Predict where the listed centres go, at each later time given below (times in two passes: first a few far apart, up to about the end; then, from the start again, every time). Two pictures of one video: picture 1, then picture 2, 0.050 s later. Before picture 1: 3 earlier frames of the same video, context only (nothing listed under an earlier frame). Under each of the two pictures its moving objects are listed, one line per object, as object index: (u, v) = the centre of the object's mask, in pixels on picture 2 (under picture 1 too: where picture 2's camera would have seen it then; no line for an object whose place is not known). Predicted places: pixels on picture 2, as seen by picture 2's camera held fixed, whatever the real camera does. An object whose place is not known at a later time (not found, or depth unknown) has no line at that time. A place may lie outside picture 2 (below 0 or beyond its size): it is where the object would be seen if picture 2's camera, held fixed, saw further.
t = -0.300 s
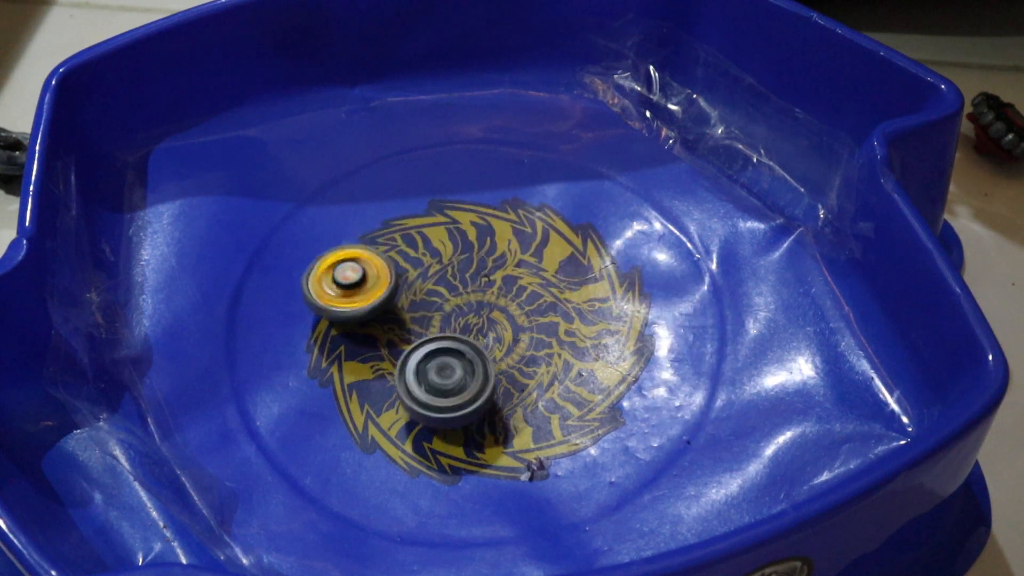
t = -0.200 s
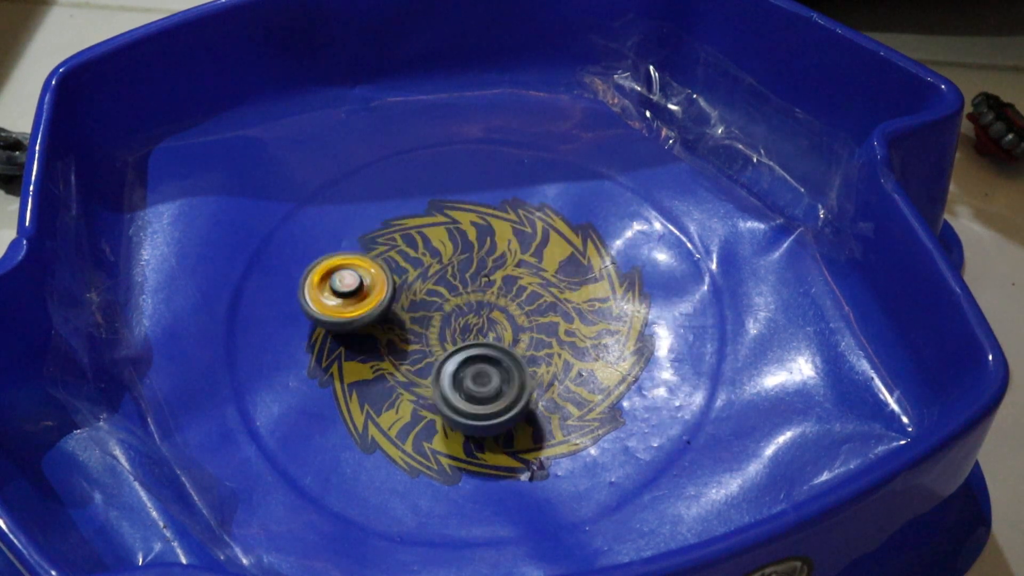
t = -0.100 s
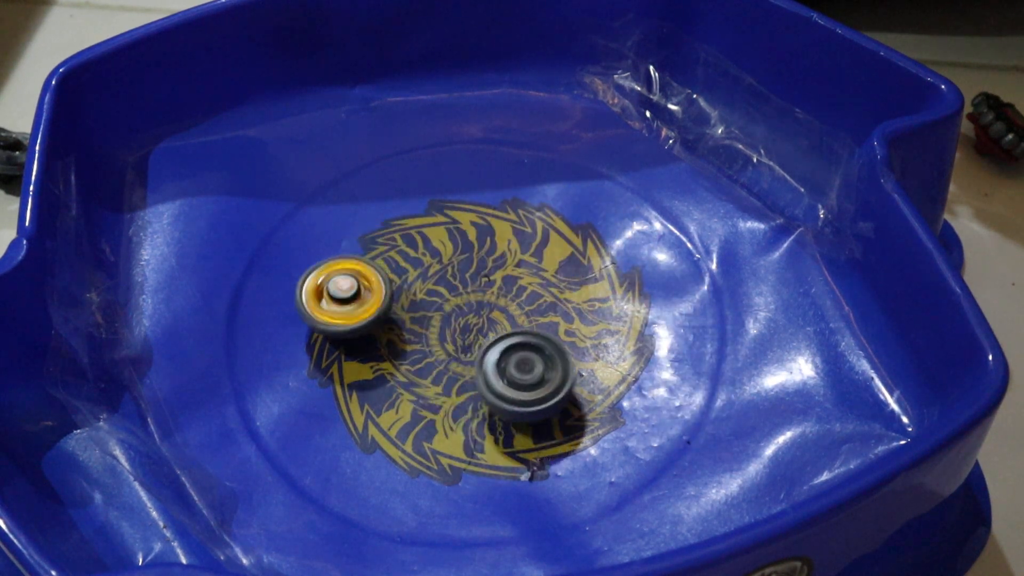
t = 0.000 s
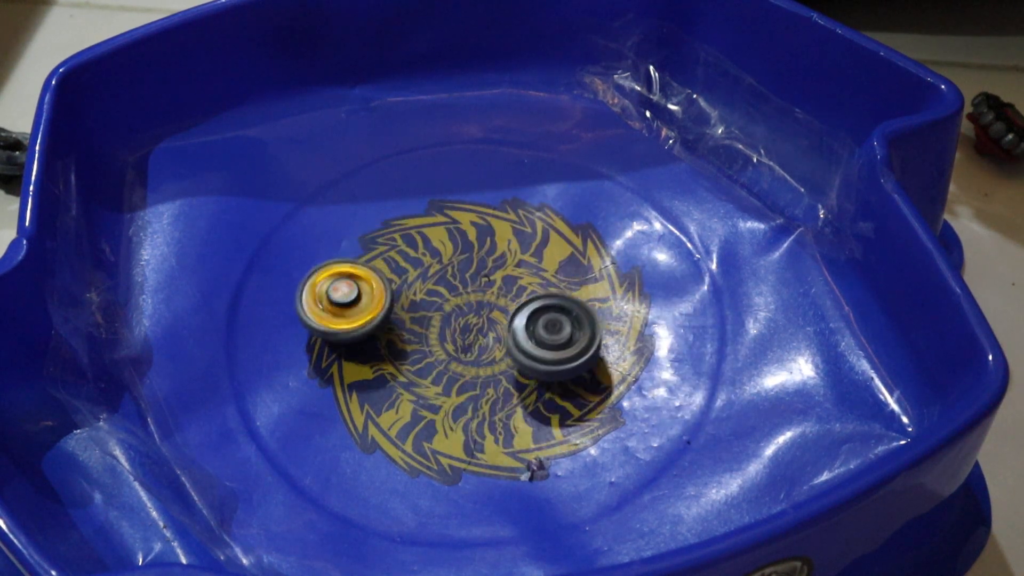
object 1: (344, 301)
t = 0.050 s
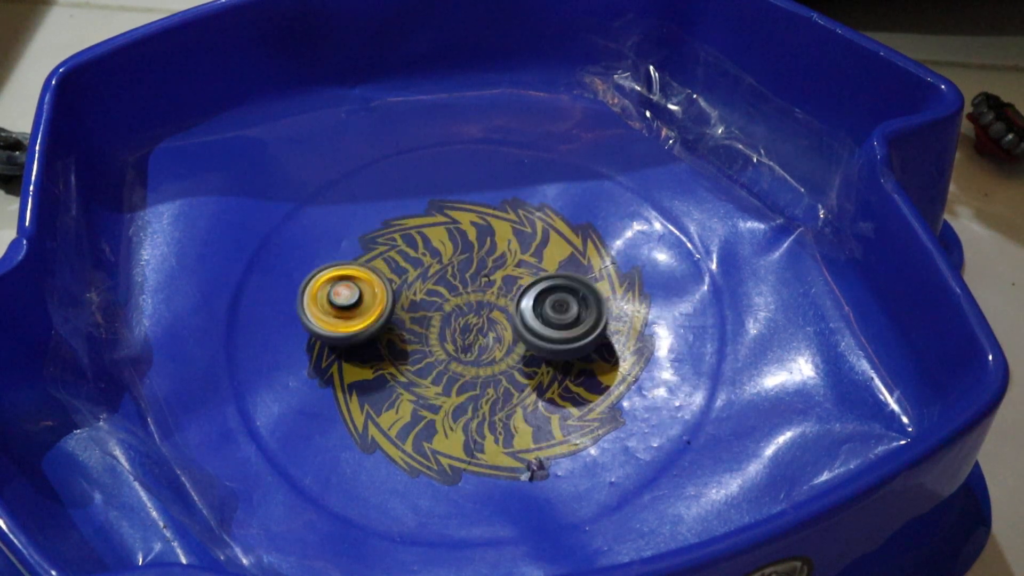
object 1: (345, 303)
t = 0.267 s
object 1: (359, 319)
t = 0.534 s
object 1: (406, 366)
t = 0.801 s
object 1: (551, 387)
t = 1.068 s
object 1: (606, 328)
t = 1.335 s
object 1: (705, 159)
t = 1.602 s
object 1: (453, 194)
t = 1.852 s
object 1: (302, 202)
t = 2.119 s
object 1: (326, 294)
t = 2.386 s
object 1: (389, 410)
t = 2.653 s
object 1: (533, 456)
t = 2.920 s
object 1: (607, 371)
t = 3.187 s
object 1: (750, 322)
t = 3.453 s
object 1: (743, 313)
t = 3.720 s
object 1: (570, 300)
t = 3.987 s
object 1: (598, 262)
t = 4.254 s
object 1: (536, 207)
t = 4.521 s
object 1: (430, 110)
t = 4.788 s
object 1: (390, 276)
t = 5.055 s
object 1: (500, 323)
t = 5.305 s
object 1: (481, 317)
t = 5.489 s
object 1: (469, 326)
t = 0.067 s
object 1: (345, 304)
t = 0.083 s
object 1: (346, 305)
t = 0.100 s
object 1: (347, 305)
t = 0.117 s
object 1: (348, 307)
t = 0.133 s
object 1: (349, 307)
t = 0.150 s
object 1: (351, 309)
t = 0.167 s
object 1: (352, 310)
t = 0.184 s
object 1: (353, 311)
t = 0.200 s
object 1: (354, 313)
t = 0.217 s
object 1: (355, 314)
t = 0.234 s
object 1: (356, 316)
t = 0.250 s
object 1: (358, 317)
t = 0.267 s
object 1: (359, 319)
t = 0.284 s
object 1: (361, 321)
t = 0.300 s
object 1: (362, 322)
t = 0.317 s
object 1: (364, 325)
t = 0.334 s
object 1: (365, 328)
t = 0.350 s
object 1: (367, 329)
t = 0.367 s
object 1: (368, 332)
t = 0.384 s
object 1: (369, 334)
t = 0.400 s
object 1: (372, 337)
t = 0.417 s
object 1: (374, 340)
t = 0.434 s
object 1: (377, 344)
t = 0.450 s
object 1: (381, 348)
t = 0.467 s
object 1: (385, 351)
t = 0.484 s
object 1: (389, 355)
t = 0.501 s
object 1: (393, 358)
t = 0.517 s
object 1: (399, 362)
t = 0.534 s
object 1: (406, 366)
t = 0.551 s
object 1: (412, 369)
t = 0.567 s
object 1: (419, 372)
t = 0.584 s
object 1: (428, 377)
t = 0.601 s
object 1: (436, 381)
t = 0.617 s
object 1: (444, 383)
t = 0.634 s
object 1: (453, 386)
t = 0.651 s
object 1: (463, 390)
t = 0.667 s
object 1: (470, 391)
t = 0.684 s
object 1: (480, 392)
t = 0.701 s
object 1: (490, 395)
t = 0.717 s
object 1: (500, 395)
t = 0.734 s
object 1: (510, 395)
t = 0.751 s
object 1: (522, 396)
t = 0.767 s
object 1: (532, 394)
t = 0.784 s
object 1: (541, 390)
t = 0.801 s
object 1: (551, 387)
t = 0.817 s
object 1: (559, 385)
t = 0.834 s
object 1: (565, 382)
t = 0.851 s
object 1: (572, 377)
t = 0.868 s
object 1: (578, 375)
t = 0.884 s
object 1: (583, 371)
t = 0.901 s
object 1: (586, 366)
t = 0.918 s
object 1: (590, 362)
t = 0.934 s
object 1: (594, 359)
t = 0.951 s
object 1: (597, 354)
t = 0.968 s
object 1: (599, 350)
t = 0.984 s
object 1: (602, 345)
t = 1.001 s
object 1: (603, 341)
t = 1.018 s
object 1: (604, 337)
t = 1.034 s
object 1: (605, 334)
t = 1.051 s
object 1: (605, 331)
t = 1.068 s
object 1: (606, 328)
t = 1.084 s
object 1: (607, 324)
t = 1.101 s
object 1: (607, 322)
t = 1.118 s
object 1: (606, 320)
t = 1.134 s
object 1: (606, 318)
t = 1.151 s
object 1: (607, 315)
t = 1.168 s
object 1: (607, 312)
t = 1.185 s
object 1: (607, 309)
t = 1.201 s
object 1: (637, 289)
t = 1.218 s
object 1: (669, 268)
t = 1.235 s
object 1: (701, 244)
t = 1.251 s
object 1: (730, 224)
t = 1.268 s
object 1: (749, 205)
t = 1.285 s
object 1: (748, 189)
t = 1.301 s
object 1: (734, 174)
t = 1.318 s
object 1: (720, 165)
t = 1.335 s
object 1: (705, 159)
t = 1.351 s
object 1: (690, 158)
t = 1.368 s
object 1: (675, 159)
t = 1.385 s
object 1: (658, 167)
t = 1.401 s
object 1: (642, 174)
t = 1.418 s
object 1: (624, 171)
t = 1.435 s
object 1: (606, 173)
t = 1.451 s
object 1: (589, 173)
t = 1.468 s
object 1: (570, 176)
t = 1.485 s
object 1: (554, 177)
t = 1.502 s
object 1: (538, 180)
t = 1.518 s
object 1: (521, 183)
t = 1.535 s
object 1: (506, 185)
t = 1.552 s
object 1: (491, 187)
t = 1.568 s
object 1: (477, 190)
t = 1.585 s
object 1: (464, 192)
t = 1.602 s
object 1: (453, 194)
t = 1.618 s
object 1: (441, 196)
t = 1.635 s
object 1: (430, 197)
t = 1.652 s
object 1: (419, 198)
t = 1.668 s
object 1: (409, 198)
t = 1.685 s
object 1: (399, 199)
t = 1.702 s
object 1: (389, 200)
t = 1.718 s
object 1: (379, 199)
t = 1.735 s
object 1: (369, 199)
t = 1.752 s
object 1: (359, 200)
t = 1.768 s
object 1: (349, 200)
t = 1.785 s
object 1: (339, 199)
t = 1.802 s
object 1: (330, 200)
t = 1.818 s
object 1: (321, 200)
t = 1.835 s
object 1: (312, 201)
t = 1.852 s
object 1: (302, 202)
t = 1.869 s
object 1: (294, 203)
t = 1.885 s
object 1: (285, 204)
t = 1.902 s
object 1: (280, 208)
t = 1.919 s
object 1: (275, 213)
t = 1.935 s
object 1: (271, 219)
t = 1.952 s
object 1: (269, 226)
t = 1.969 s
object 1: (268, 232)
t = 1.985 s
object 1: (269, 240)
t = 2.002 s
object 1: (273, 248)
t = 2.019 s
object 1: (277, 255)
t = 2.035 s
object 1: (283, 263)
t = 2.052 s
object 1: (290, 269)
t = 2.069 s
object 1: (299, 277)
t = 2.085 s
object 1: (308, 283)
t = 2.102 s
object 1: (317, 289)
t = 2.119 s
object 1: (326, 294)
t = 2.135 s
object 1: (334, 297)
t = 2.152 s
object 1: (343, 300)
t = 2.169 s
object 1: (352, 303)
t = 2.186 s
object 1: (359, 304)
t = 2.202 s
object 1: (367, 308)
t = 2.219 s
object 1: (363, 320)
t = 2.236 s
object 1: (359, 333)
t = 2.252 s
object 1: (359, 344)
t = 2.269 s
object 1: (360, 355)
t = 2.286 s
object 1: (362, 363)
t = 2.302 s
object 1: (364, 371)
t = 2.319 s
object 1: (369, 379)
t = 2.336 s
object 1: (373, 386)
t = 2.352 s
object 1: (379, 395)
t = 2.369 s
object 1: (384, 403)
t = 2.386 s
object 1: (389, 410)
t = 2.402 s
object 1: (395, 417)
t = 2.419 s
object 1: (401, 422)
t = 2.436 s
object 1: (409, 428)
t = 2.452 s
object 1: (416, 435)
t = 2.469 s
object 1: (425, 441)
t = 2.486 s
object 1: (433, 446)
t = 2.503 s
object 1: (443, 449)
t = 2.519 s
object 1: (452, 453)
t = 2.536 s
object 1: (463, 458)
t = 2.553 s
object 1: (474, 460)
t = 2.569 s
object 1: (483, 461)
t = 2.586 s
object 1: (493, 461)
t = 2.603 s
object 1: (504, 461)
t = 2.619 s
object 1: (516, 460)
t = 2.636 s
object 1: (525, 458)
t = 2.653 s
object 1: (533, 456)
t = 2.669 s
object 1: (539, 453)
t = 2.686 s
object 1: (548, 450)
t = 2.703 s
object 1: (555, 447)
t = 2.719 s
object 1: (564, 443)
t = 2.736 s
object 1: (569, 439)
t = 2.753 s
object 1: (575, 435)
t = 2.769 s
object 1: (579, 429)
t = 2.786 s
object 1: (584, 425)
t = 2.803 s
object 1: (588, 418)
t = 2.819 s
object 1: (592, 413)
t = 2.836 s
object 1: (595, 407)
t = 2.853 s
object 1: (599, 400)
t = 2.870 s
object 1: (601, 391)
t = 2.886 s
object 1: (604, 386)
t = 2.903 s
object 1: (606, 378)
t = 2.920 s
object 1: (607, 371)
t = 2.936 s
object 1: (606, 363)
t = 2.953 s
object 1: (606, 356)
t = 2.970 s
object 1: (604, 347)
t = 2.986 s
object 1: (604, 339)
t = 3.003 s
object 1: (603, 331)
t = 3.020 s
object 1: (600, 325)
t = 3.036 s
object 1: (611, 323)
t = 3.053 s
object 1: (637, 325)
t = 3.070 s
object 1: (662, 328)
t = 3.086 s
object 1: (684, 330)
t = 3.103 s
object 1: (702, 329)
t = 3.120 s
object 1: (718, 329)
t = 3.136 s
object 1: (728, 327)
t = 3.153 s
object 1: (738, 326)
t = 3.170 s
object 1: (745, 324)
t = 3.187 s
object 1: (750, 322)
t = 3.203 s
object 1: (754, 320)
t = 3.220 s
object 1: (758, 319)
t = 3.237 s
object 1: (761, 318)
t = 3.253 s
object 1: (765, 316)
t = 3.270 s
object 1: (766, 314)
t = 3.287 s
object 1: (768, 314)
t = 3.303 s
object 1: (769, 314)
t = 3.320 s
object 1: (768, 312)
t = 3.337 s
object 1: (767, 313)
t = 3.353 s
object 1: (766, 312)
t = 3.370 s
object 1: (763, 312)
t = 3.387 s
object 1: (761, 311)
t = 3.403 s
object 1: (757, 311)
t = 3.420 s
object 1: (753, 312)
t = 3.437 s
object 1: (749, 313)
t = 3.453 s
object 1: (743, 313)
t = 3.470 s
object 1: (736, 314)
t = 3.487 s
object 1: (727, 314)
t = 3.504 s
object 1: (719, 313)
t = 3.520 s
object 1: (708, 314)
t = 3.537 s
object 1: (697, 312)
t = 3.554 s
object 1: (684, 313)
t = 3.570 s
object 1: (672, 312)
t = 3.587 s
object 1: (659, 312)
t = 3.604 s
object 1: (646, 311)
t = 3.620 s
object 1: (633, 310)
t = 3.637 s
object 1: (622, 308)
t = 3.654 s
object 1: (611, 308)
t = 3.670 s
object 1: (600, 306)
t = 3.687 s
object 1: (590, 304)
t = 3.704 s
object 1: (579, 302)
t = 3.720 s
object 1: (570, 300)
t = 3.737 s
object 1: (561, 297)
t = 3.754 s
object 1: (550, 293)
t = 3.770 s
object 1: (557, 293)
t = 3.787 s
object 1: (570, 292)
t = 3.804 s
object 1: (580, 292)
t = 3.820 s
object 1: (590, 291)
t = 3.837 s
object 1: (598, 290)
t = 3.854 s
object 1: (603, 290)
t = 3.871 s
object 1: (606, 288)
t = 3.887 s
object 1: (607, 286)
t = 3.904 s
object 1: (607, 284)
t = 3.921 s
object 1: (605, 281)
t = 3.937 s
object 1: (605, 278)
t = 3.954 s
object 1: (603, 274)
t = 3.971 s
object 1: (600, 268)
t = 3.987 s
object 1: (598, 262)
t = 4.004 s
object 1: (595, 257)
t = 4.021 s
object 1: (593, 250)
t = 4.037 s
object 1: (592, 246)
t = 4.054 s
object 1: (589, 243)
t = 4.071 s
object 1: (586, 238)
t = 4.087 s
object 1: (584, 234)
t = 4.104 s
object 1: (579, 230)
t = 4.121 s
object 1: (577, 227)
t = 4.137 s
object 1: (572, 224)
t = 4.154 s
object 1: (566, 220)
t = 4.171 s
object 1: (563, 217)
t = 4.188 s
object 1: (556, 214)
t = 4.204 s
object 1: (551, 212)
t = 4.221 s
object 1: (546, 210)
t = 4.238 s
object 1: (541, 208)
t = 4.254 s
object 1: (536, 207)
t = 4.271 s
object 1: (530, 206)
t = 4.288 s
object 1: (523, 205)
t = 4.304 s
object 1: (517, 204)
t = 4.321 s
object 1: (511, 204)
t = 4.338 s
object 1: (505, 180)
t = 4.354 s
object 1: (498, 153)
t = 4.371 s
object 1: (494, 129)
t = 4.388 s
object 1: (488, 107)
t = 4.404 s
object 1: (481, 89)
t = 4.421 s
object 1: (472, 83)
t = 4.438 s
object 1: (465, 81)
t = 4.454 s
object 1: (457, 83)
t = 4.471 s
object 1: (449, 88)
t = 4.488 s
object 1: (442, 96)
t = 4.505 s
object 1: (436, 106)
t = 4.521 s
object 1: (430, 110)
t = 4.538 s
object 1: (422, 118)
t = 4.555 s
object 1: (417, 127)
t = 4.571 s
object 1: (411, 134)
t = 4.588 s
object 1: (406, 142)
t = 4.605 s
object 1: (402, 152)
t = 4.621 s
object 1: (397, 163)
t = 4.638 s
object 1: (392, 173)
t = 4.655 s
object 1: (389, 185)
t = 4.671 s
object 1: (385, 196)
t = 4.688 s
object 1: (383, 208)
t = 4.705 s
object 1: (381, 220)
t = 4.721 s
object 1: (381, 231)
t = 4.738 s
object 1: (381, 243)
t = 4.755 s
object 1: (383, 255)
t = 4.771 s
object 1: (386, 266)
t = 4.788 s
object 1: (390, 276)
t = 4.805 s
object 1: (396, 287)
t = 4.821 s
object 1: (403, 297)
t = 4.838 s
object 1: (413, 306)
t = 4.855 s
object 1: (421, 314)
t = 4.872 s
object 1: (432, 320)
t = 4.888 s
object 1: (443, 326)
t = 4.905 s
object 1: (455, 330)
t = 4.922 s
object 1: (467, 333)
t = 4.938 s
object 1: (476, 336)
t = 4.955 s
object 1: (486, 337)
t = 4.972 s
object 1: (495, 336)
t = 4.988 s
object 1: (501, 333)
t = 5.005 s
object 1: (505, 329)
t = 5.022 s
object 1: (506, 326)
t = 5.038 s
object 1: (503, 324)
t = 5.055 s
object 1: (500, 323)
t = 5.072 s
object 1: (498, 322)
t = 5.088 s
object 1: (494, 320)
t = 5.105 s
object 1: (492, 319)
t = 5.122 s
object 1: (490, 318)
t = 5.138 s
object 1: (488, 316)
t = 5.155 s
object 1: (486, 316)
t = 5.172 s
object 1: (484, 315)
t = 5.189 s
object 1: (483, 314)
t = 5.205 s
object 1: (482, 314)
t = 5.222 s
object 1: (481, 314)
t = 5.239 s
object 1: (481, 314)
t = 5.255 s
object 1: (480, 314)
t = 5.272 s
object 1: (480, 315)
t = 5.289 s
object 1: (480, 316)
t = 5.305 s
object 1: (481, 317)
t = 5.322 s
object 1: (482, 318)
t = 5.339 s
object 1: (482, 319)
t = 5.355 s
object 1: (483, 320)
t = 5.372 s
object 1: (483, 320)
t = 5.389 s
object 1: (483, 320)
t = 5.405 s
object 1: (482, 320)
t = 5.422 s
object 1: (481, 319)
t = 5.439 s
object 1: (480, 319)
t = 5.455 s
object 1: (479, 319)
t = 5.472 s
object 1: (474, 322)
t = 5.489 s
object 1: (469, 326)
